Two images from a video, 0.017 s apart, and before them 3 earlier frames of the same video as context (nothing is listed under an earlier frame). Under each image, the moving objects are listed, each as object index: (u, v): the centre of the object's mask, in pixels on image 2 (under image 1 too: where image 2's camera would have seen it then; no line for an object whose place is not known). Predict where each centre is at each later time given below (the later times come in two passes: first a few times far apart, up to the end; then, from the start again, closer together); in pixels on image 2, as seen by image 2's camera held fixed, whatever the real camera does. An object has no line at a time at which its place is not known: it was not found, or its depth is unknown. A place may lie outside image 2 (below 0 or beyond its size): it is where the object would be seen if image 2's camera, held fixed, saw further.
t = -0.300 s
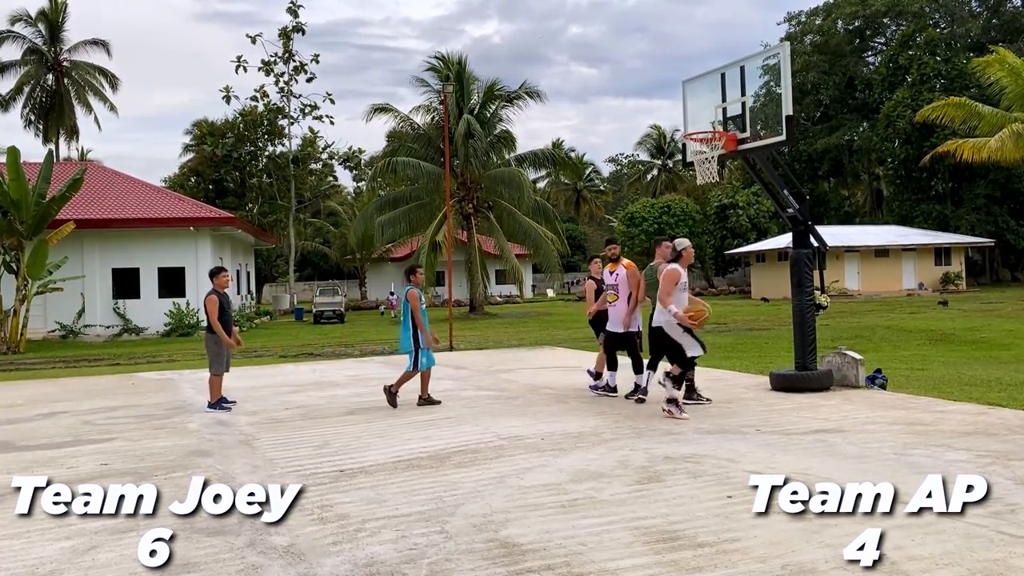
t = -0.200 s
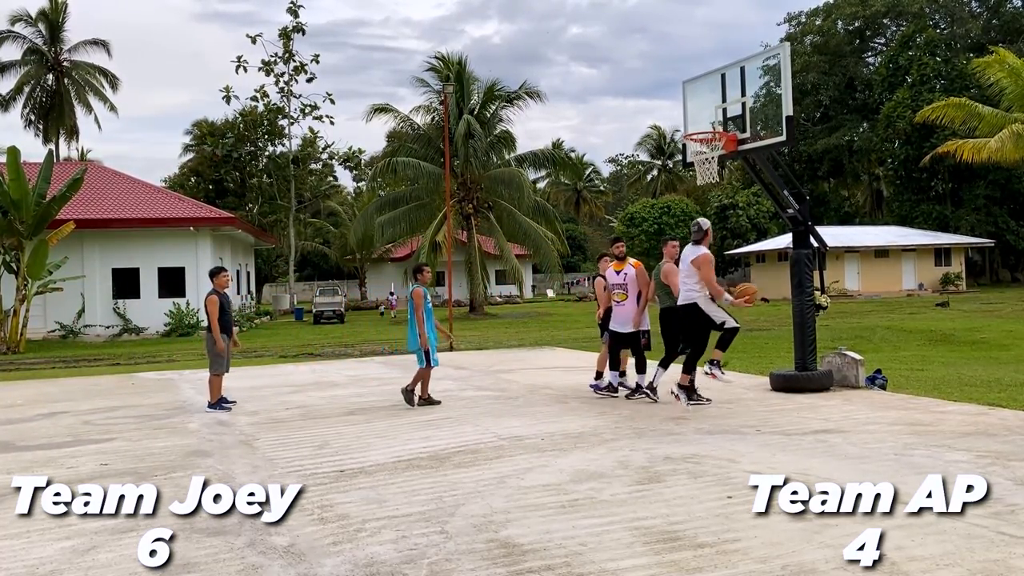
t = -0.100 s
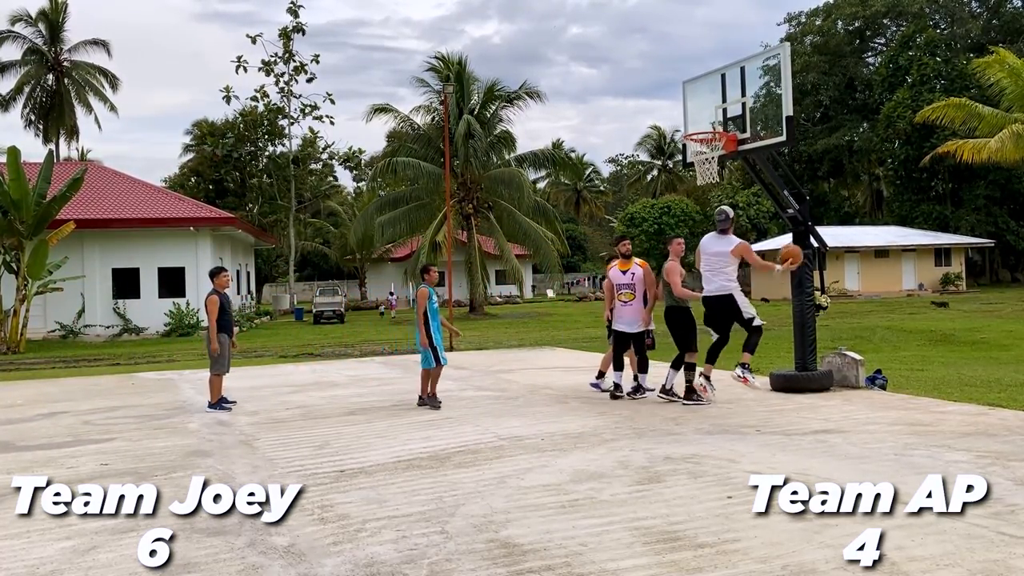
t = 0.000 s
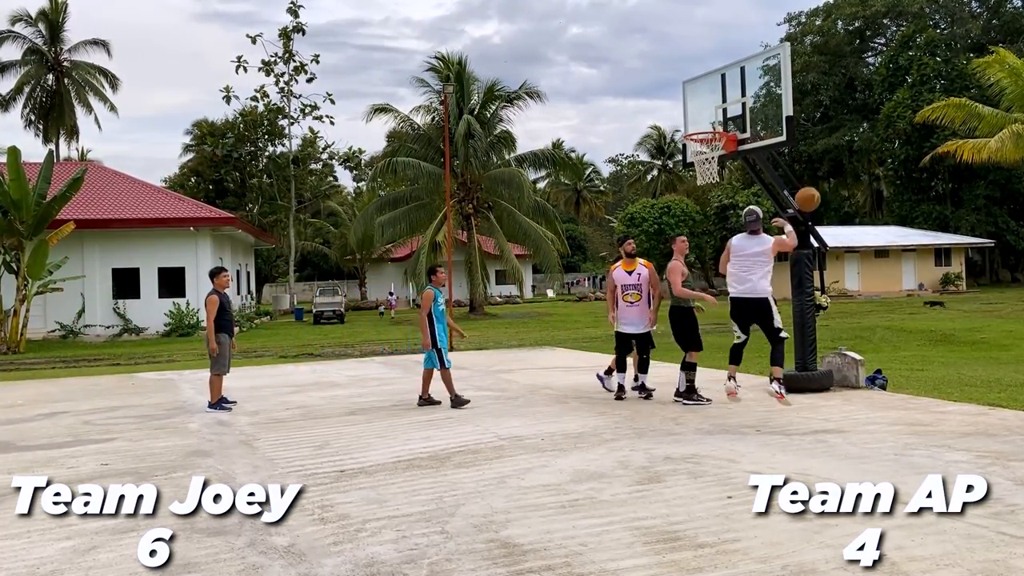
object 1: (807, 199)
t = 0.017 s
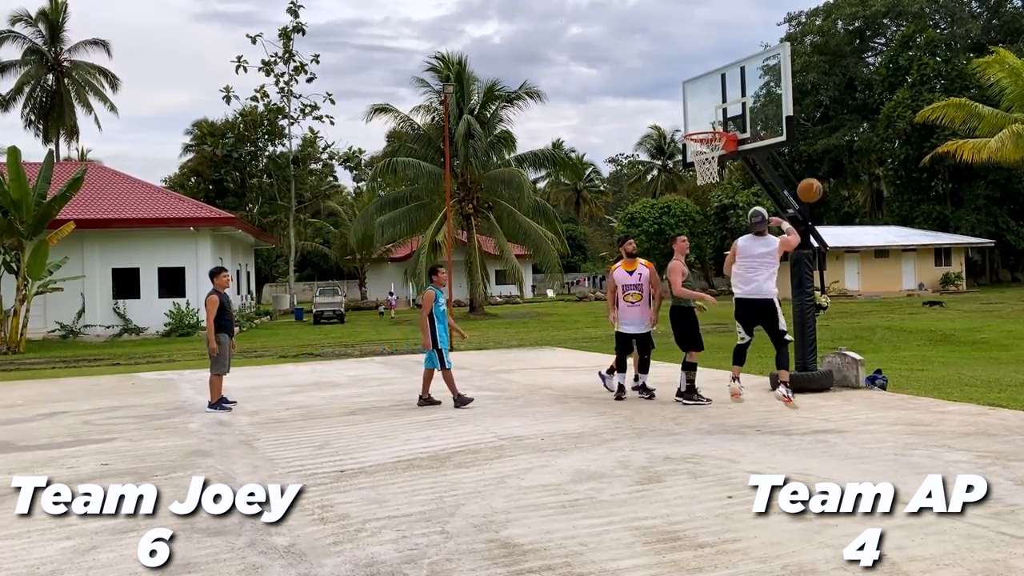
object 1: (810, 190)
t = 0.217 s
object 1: (833, 111)
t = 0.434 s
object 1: (857, 74)
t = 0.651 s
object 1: (880, 79)
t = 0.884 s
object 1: (904, 125)
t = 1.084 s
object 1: (924, 190)
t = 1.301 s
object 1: (946, 287)
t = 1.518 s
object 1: (964, 356)
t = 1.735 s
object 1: (976, 304)
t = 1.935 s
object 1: (985, 283)
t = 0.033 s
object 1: (812, 182)
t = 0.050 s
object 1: (813, 174)
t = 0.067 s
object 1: (815, 166)
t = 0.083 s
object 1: (818, 158)
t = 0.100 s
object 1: (820, 151)
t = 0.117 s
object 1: (821, 144)
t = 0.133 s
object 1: (823, 138)
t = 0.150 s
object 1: (825, 131)
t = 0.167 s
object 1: (828, 125)
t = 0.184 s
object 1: (829, 120)
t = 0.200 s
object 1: (831, 115)
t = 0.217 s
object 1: (833, 111)
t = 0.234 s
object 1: (835, 106)
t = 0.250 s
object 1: (837, 102)
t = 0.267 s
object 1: (839, 98)
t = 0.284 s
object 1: (840, 95)
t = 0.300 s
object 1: (842, 91)
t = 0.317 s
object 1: (844, 88)
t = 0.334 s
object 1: (846, 86)
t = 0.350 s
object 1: (848, 83)
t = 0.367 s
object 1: (850, 80)
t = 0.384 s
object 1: (852, 79)
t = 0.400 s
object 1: (854, 77)
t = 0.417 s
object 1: (855, 75)
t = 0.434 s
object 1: (857, 74)
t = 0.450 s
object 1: (859, 73)
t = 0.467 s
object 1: (860, 73)
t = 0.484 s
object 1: (862, 72)
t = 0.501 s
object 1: (864, 72)
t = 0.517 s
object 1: (865, 72)
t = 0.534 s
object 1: (867, 72)
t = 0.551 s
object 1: (869, 72)
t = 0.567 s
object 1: (871, 73)
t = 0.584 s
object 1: (872, 74)
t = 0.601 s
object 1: (875, 75)
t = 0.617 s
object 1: (877, 76)
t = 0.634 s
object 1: (878, 78)
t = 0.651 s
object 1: (880, 79)
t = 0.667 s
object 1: (881, 81)
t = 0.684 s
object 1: (883, 83)
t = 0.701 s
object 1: (885, 85)
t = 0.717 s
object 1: (887, 89)
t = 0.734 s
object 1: (888, 91)
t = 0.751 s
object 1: (890, 94)
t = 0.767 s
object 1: (891, 97)
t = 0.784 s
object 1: (893, 100)
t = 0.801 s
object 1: (895, 104)
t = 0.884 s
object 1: (904, 125)
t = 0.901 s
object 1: (905, 130)
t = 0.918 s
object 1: (907, 134)
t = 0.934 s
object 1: (909, 139)
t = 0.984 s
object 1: (914, 155)
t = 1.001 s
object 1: (916, 160)
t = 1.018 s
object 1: (918, 166)
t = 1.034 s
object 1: (919, 171)
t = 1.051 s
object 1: (921, 178)
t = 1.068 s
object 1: (922, 184)
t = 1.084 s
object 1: (924, 190)
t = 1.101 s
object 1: (926, 197)
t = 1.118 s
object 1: (928, 203)
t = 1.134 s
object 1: (929, 210)
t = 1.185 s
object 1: (935, 232)
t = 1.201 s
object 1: (936, 239)
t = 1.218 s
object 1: (938, 248)
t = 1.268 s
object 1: (943, 271)
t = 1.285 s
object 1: (945, 279)
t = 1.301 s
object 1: (946, 287)
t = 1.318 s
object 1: (948, 296)
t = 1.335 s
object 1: (950, 305)
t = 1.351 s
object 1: (951, 313)
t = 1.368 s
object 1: (952, 322)
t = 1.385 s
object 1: (954, 331)
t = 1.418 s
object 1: (957, 348)
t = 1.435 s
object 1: (958, 357)
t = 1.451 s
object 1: (960, 366)
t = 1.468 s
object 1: (961, 372)
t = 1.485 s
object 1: (962, 368)
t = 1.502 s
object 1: (963, 362)
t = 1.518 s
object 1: (964, 356)
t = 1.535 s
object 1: (966, 351)
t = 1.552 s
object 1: (966, 346)
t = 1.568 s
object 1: (967, 341)
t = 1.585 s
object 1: (968, 337)
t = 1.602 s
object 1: (969, 332)
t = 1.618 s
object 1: (970, 328)
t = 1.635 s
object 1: (971, 324)
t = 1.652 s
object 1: (972, 320)
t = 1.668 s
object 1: (972, 316)
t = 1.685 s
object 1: (973, 313)
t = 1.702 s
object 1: (975, 310)
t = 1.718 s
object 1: (975, 307)
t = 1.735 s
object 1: (976, 304)
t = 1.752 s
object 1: (977, 301)
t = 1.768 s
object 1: (978, 299)
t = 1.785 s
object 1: (978, 296)
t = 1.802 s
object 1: (979, 294)
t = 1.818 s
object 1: (980, 292)
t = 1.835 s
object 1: (980, 290)
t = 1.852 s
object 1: (981, 289)
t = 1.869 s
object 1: (982, 287)
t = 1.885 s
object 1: (983, 286)
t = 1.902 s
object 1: (983, 284)
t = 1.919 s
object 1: (984, 283)
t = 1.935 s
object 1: (985, 283)
